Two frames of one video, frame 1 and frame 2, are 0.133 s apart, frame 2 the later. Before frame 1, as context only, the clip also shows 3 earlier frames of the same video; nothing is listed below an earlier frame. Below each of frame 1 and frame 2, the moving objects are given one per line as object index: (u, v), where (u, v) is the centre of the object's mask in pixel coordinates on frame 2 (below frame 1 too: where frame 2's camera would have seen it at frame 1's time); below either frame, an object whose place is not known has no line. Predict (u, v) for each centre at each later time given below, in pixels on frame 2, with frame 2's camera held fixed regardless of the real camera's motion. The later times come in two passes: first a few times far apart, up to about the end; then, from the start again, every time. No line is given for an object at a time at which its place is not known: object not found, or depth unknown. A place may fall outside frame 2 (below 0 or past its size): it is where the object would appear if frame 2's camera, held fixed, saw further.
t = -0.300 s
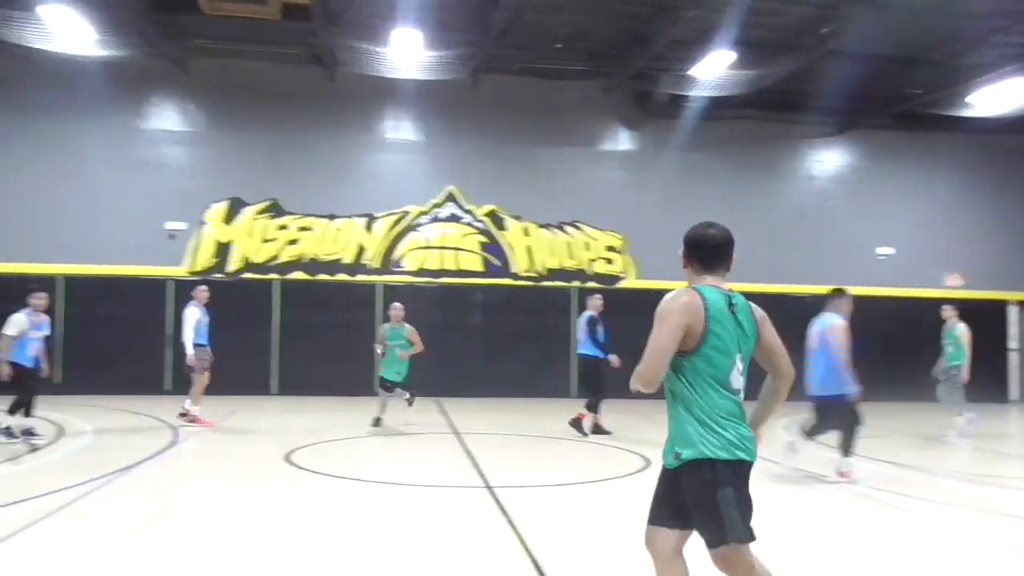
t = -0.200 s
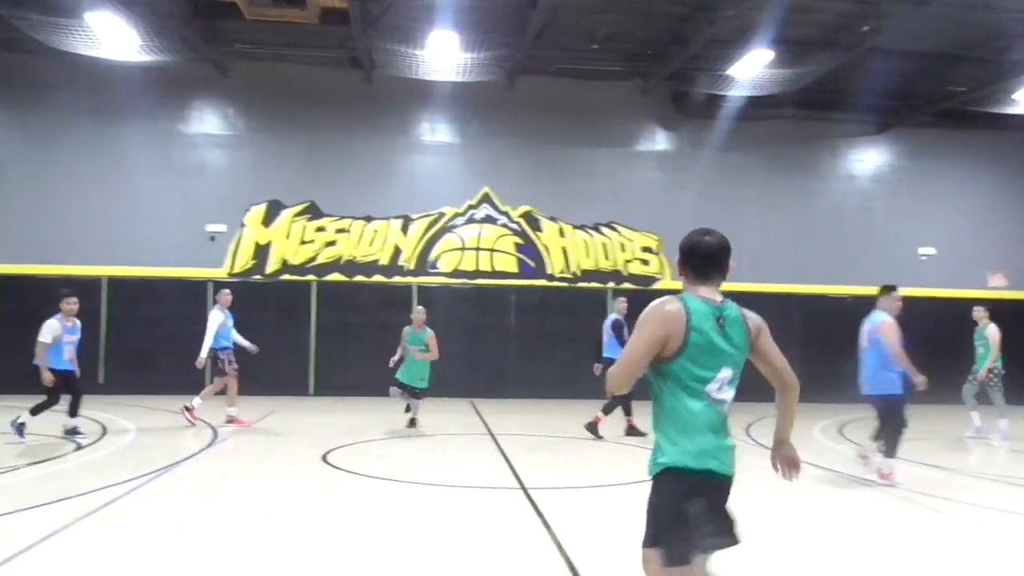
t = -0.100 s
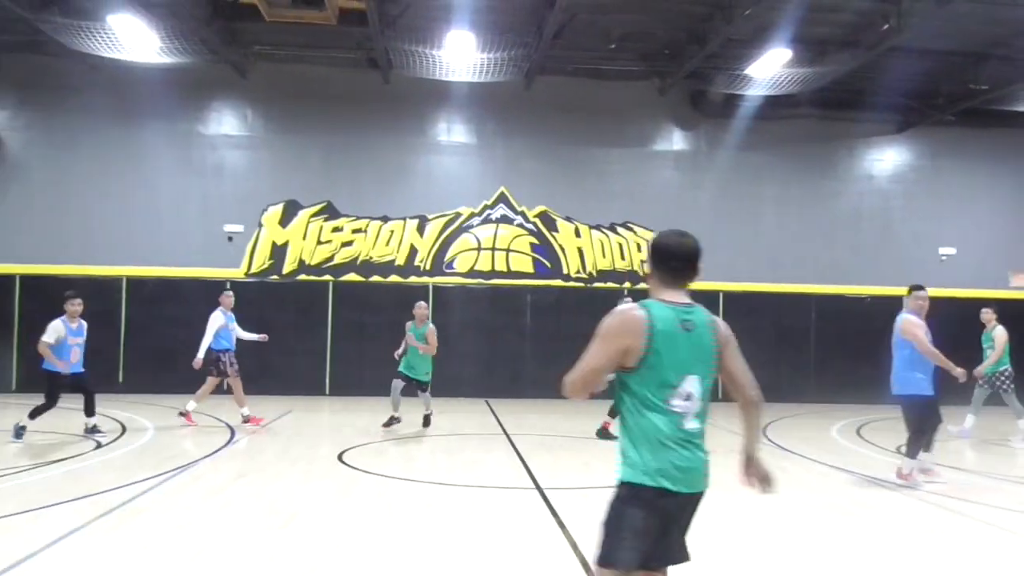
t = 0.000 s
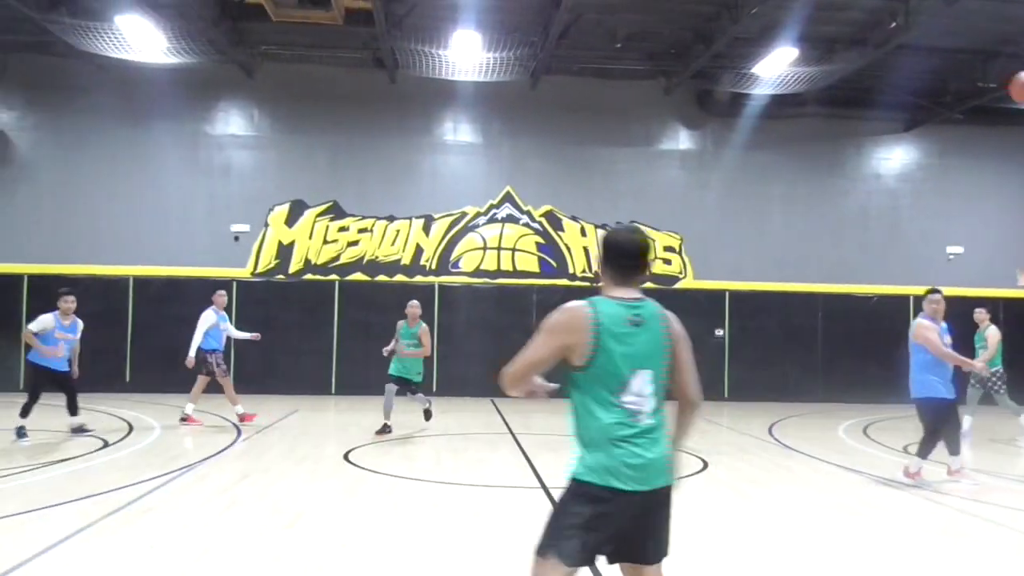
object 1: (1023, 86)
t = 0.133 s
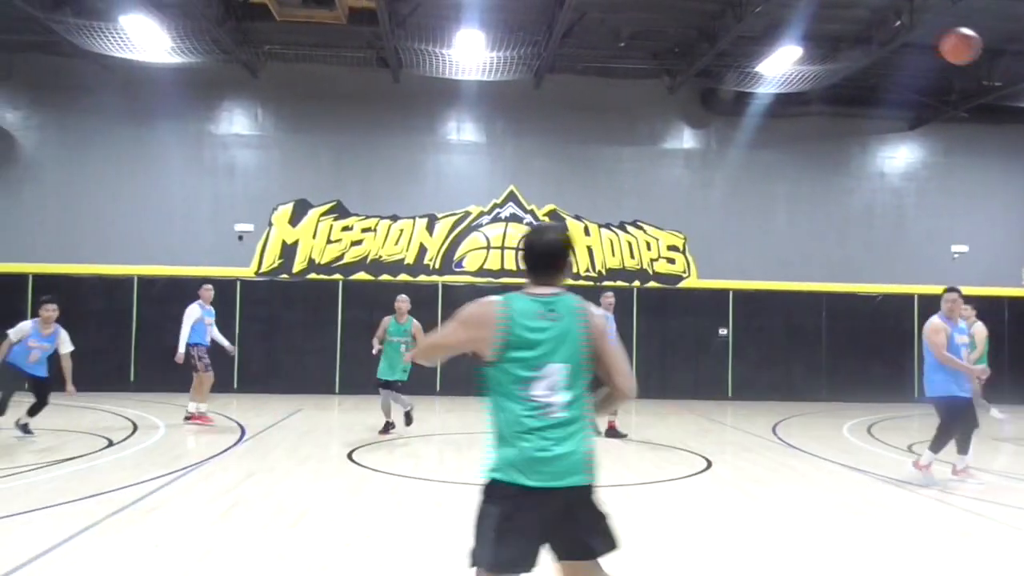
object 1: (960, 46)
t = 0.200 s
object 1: (919, 32)
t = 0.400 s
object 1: (769, 21)
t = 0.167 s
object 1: (940, 38)
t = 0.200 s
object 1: (919, 32)
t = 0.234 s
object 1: (897, 27)
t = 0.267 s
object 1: (876, 23)
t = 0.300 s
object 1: (852, 20)
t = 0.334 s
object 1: (827, 19)
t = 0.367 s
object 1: (801, 20)
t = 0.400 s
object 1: (769, 21)
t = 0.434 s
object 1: (742, 25)
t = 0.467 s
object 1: (713, 30)
